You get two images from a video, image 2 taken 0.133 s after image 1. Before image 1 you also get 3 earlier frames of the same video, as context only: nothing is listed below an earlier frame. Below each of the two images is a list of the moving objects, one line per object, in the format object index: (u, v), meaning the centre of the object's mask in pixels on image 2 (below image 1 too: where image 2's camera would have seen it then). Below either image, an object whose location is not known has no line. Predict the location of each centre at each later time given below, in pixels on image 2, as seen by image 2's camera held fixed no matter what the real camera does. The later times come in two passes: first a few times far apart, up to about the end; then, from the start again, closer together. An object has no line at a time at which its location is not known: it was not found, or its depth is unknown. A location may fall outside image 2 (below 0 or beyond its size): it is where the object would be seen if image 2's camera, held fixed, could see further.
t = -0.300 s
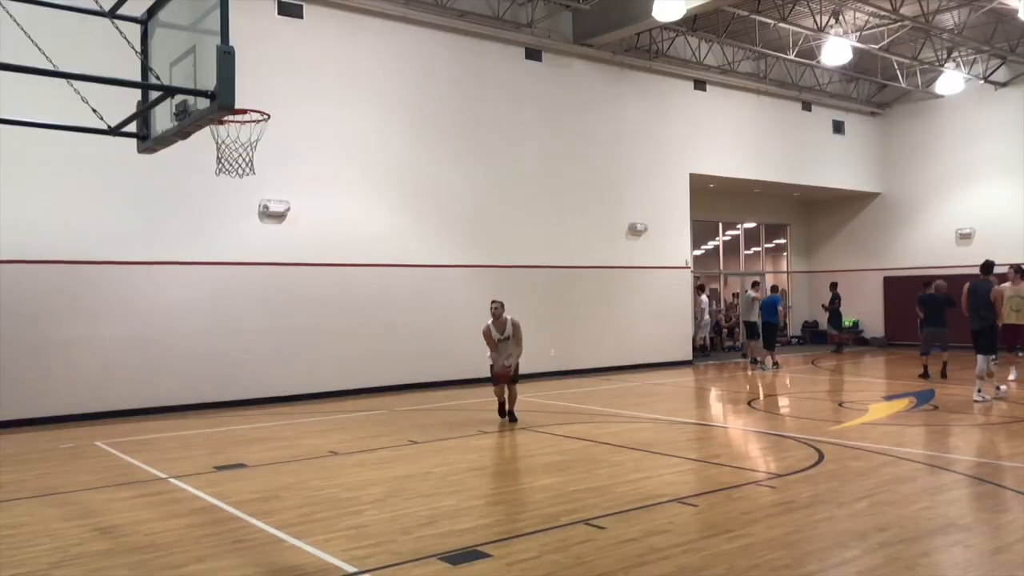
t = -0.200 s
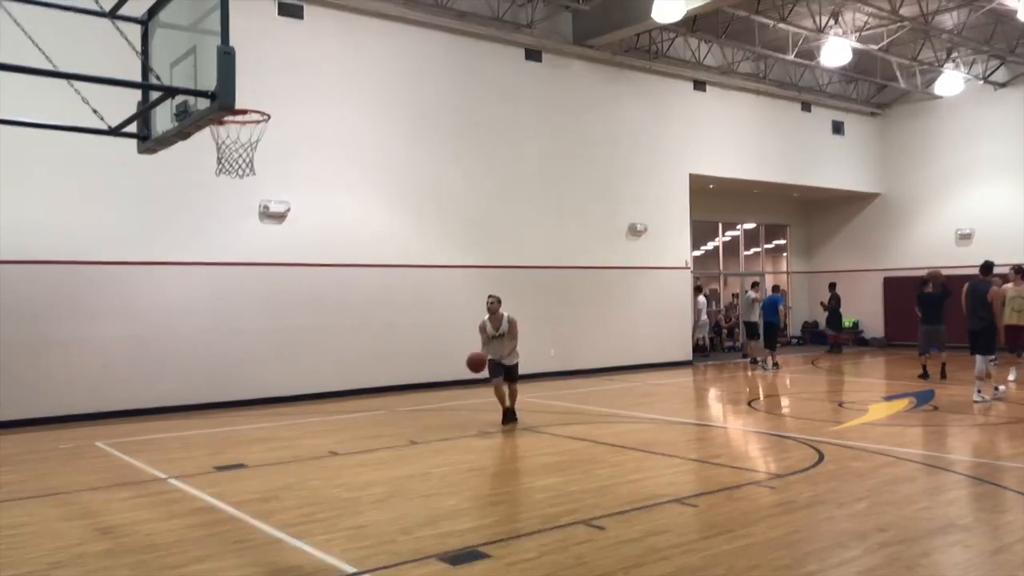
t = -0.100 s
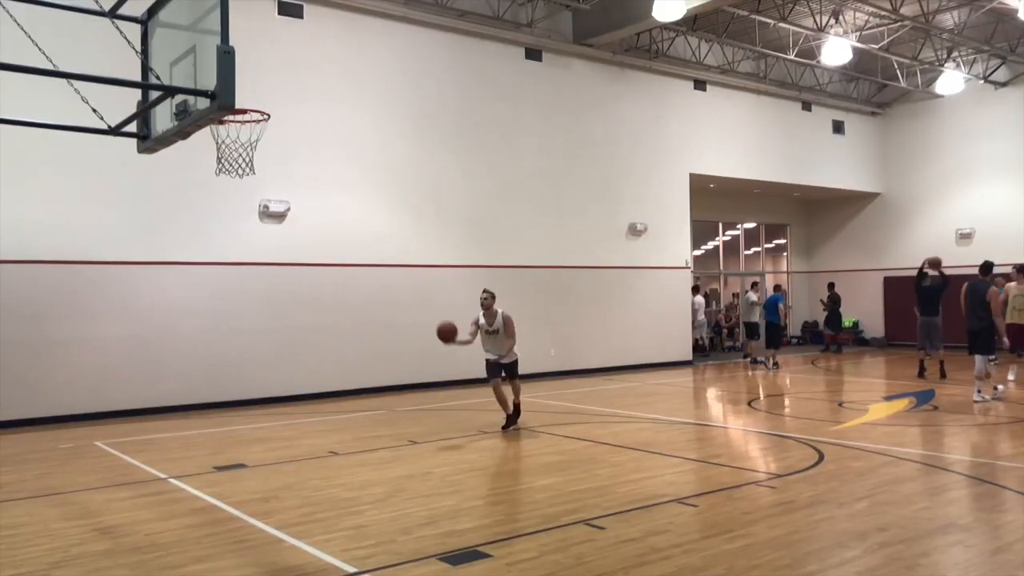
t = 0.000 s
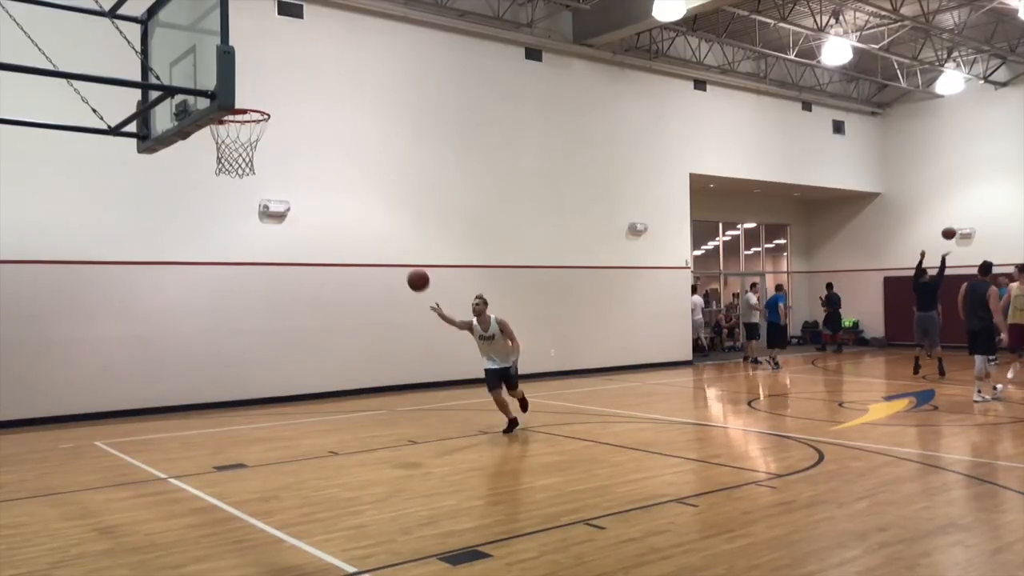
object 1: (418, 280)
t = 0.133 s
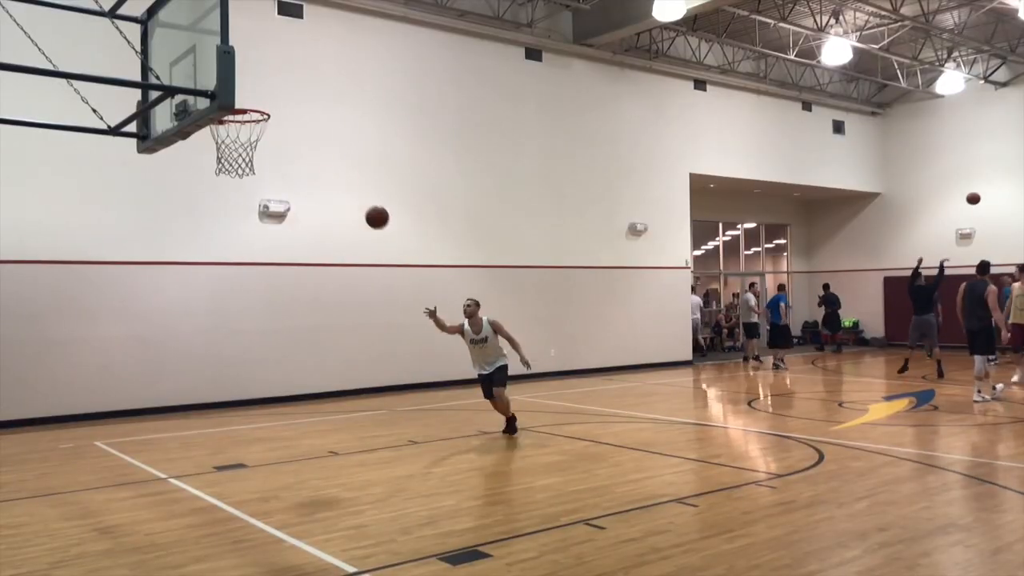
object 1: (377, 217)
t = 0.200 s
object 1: (354, 189)
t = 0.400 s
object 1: (279, 123)
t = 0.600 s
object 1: (193, 88)
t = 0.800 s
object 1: (248, 103)
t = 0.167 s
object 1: (365, 202)
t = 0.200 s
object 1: (354, 189)
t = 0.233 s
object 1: (342, 176)
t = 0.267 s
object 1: (330, 163)
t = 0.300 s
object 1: (317, 152)
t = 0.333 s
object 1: (304, 141)
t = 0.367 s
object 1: (291, 132)
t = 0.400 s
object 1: (279, 123)
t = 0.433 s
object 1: (264, 115)
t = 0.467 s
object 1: (249, 108)
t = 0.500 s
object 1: (241, 103)
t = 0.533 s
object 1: (237, 99)
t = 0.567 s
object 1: (201, 102)
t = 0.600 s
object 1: (193, 88)
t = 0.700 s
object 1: (198, 89)
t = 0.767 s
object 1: (240, 99)
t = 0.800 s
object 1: (248, 103)
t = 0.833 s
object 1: (264, 109)
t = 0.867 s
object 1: (279, 118)
